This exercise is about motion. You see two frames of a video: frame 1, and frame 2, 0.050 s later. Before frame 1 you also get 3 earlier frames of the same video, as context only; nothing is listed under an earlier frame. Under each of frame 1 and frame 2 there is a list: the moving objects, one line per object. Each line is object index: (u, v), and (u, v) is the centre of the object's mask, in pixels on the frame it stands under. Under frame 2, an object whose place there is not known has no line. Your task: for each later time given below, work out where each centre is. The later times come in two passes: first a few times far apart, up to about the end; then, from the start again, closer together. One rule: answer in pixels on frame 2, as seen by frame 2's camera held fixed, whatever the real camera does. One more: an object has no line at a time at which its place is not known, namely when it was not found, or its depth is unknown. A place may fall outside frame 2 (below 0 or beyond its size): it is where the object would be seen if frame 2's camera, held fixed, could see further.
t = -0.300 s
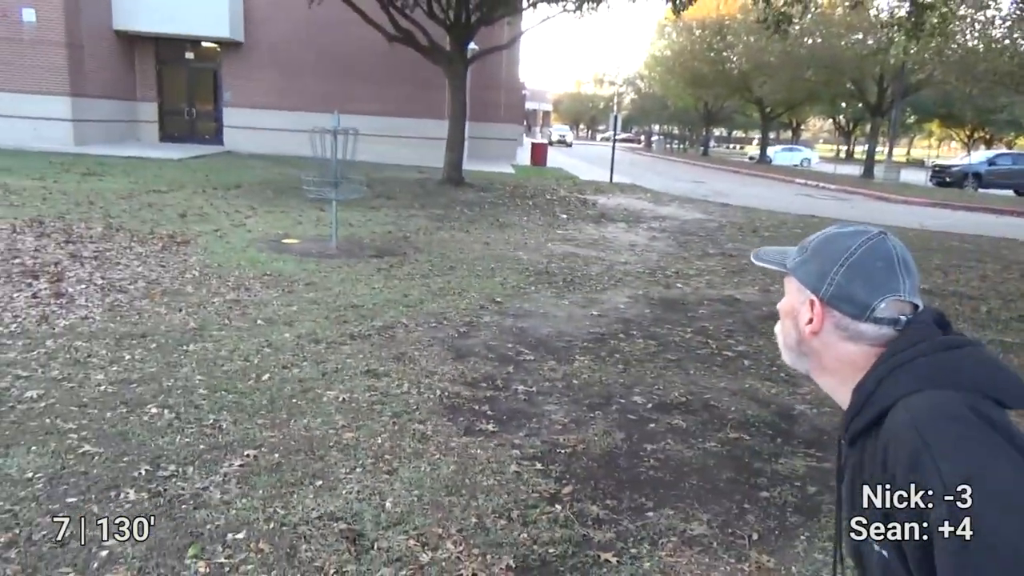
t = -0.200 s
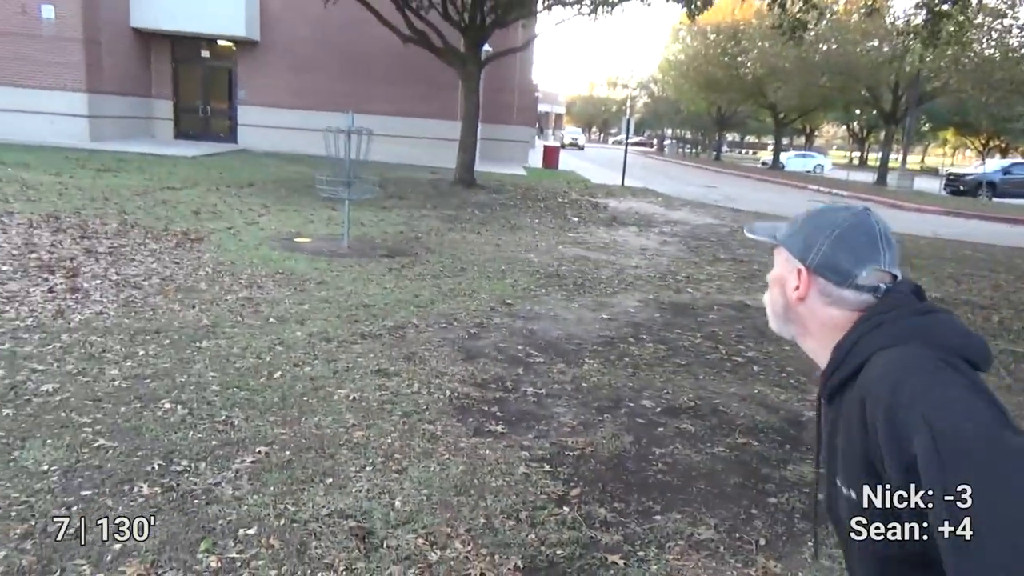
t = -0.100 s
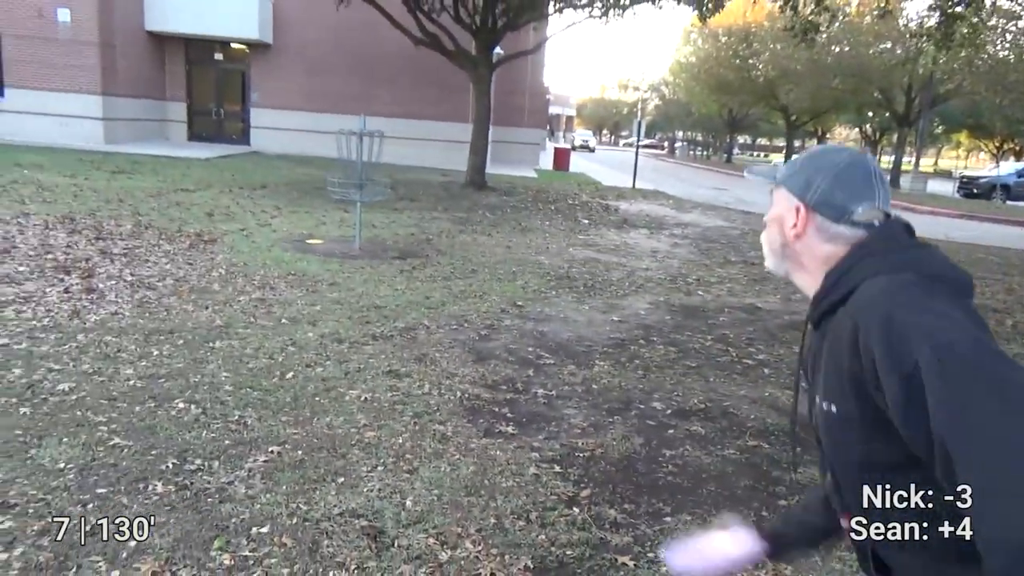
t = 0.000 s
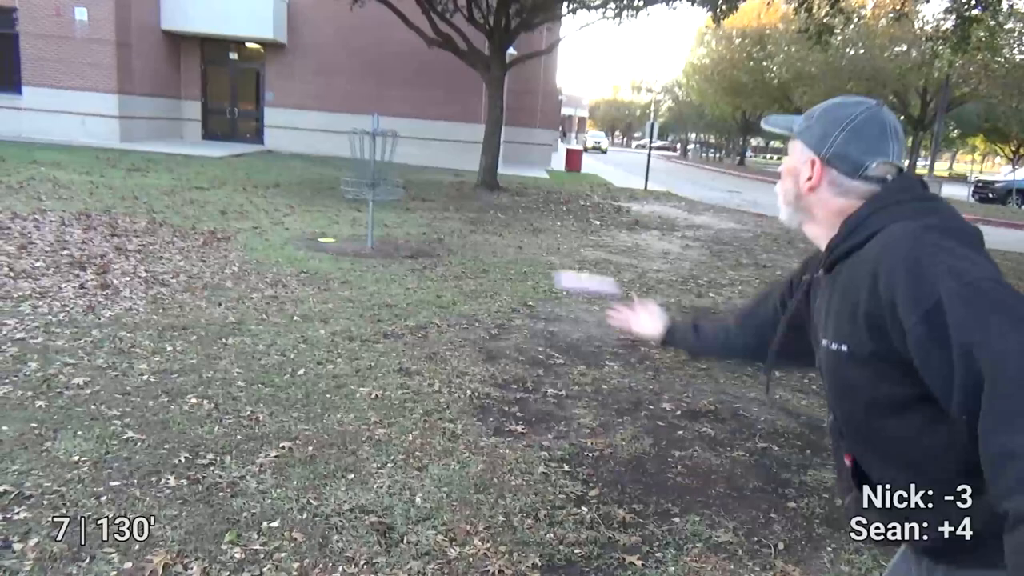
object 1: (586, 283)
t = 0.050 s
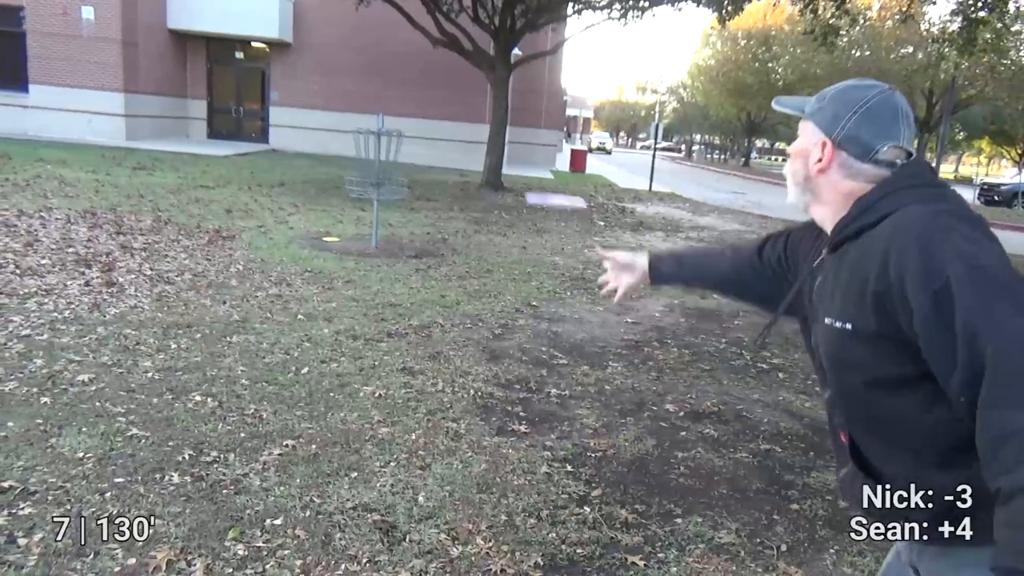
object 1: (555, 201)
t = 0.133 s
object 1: (510, 121)
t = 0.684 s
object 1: (378, 156)
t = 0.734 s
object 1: (379, 166)
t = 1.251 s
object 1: (355, 247)
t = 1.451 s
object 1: (351, 271)
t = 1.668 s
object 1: (347, 275)
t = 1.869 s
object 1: (345, 284)
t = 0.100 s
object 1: (527, 145)
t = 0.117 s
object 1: (518, 133)
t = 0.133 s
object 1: (510, 121)
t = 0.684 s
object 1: (378, 156)
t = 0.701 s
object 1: (378, 158)
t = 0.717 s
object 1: (377, 162)
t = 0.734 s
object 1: (379, 166)
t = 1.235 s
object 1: (356, 241)
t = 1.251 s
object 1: (355, 247)
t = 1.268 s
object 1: (354, 254)
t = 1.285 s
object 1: (354, 261)
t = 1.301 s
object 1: (353, 263)
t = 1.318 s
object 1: (352, 264)
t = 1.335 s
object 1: (353, 264)
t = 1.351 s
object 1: (353, 263)
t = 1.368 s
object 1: (353, 264)
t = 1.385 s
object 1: (353, 264)
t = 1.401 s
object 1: (353, 266)
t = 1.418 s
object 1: (351, 265)
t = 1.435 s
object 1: (351, 270)
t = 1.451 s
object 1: (351, 271)
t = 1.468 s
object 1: (351, 271)
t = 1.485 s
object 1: (351, 270)
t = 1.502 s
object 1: (350, 269)
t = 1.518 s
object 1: (351, 269)
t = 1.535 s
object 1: (350, 268)
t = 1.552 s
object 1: (349, 269)
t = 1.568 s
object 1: (349, 268)
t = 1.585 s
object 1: (349, 269)
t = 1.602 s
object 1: (349, 269)
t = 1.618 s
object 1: (348, 269)
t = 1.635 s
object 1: (348, 272)
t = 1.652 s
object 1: (348, 273)
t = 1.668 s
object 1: (347, 275)
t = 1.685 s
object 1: (347, 277)
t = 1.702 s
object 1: (347, 280)
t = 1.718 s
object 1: (346, 280)
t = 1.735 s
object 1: (346, 280)
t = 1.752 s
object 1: (346, 280)
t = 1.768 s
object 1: (346, 280)
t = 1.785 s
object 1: (346, 280)
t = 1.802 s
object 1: (346, 281)
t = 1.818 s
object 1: (346, 281)
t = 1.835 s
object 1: (345, 282)
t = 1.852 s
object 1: (345, 283)
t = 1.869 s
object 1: (345, 284)
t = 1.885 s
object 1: (344, 284)
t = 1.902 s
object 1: (343, 284)
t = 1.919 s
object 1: (342, 285)
